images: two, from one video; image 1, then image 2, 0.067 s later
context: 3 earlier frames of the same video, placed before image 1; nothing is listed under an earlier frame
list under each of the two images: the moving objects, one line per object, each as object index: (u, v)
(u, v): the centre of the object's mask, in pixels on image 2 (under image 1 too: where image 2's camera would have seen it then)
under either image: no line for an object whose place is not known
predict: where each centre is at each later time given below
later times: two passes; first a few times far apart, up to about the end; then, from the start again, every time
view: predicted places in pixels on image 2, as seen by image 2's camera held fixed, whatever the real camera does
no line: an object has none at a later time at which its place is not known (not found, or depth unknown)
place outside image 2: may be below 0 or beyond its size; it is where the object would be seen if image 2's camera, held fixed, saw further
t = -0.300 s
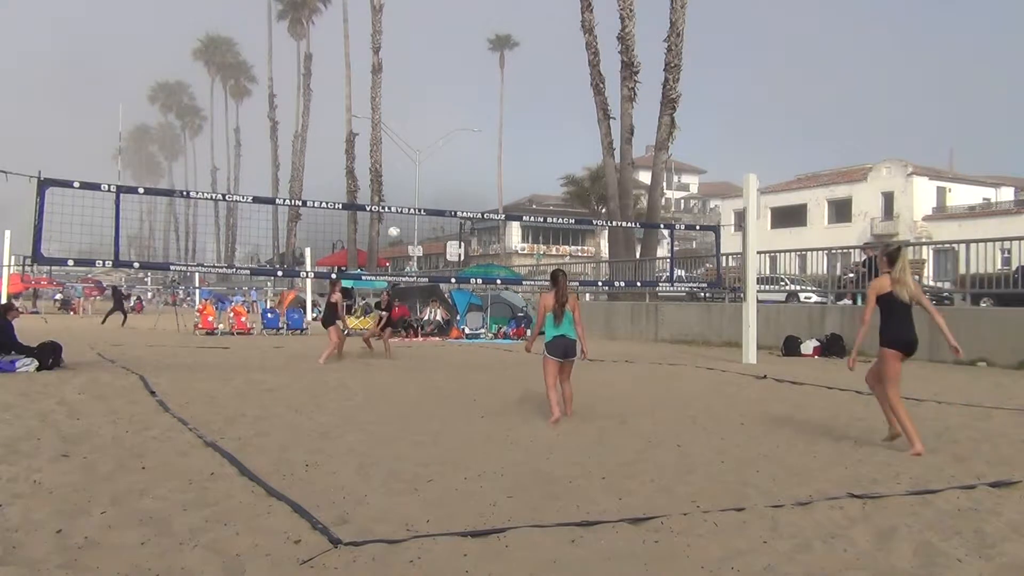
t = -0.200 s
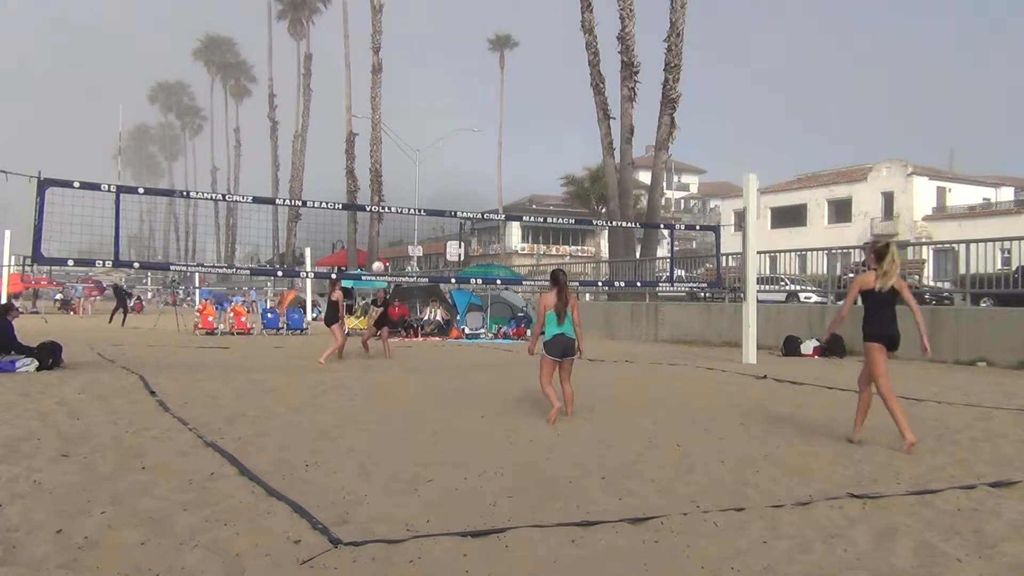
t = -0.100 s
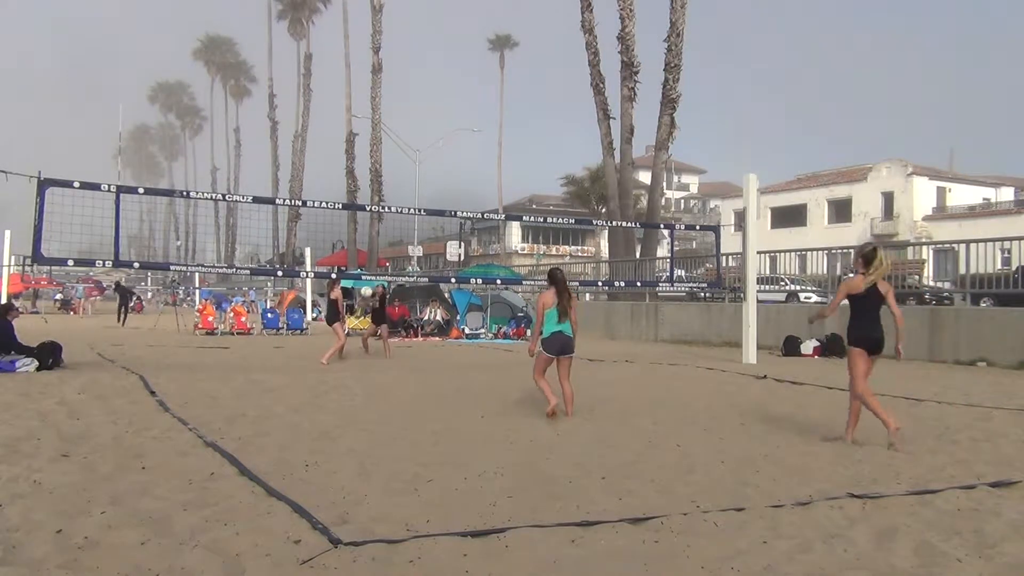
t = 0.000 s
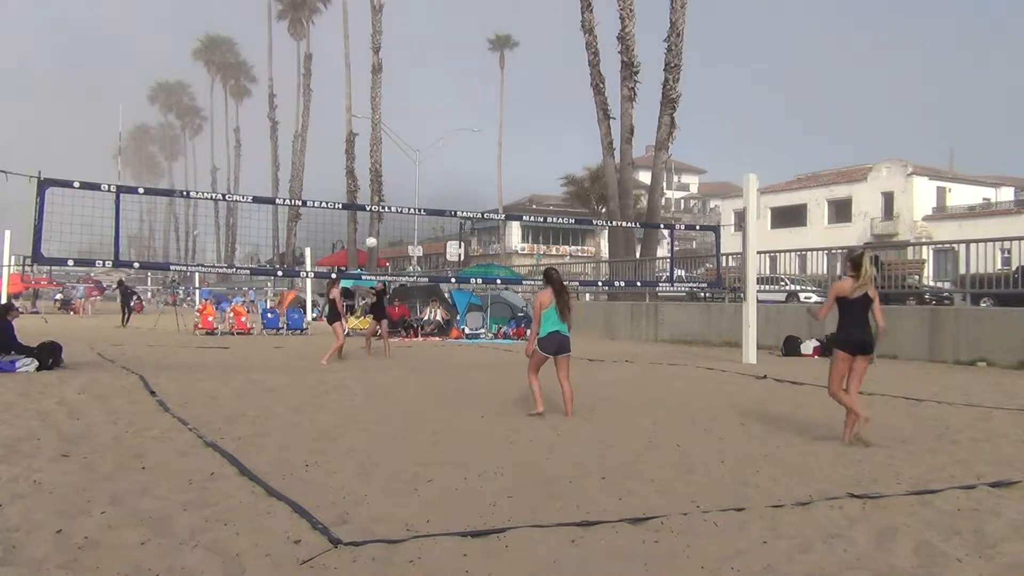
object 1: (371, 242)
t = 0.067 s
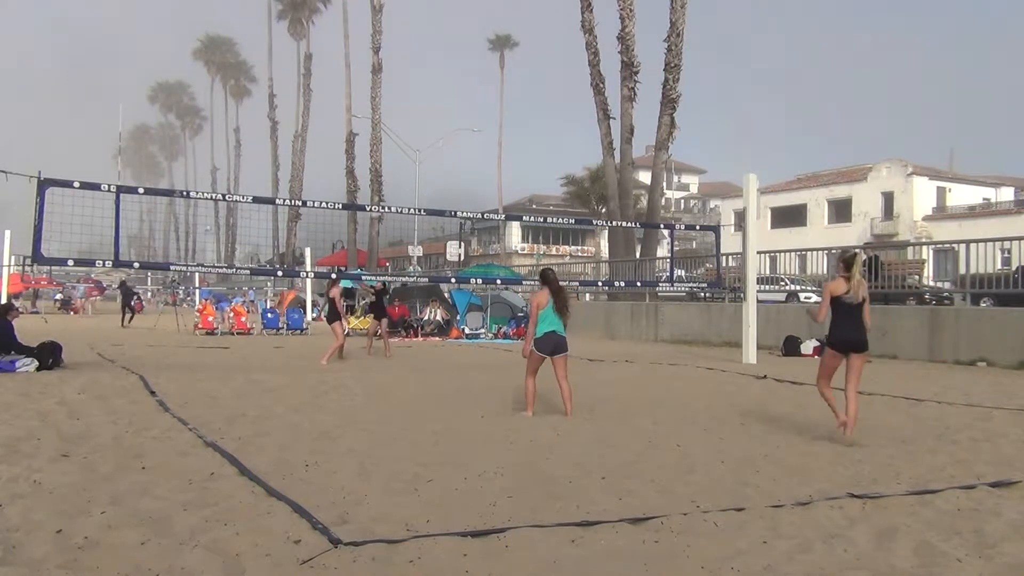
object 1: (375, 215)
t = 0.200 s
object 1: (383, 158)
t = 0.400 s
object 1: (395, 96)
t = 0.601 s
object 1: (407, 55)
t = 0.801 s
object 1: (419, 35)
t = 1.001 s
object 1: (431, 35)
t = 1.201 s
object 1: (442, 58)
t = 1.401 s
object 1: (453, 102)
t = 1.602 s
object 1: (463, 168)
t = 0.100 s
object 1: (377, 198)
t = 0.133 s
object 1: (378, 184)
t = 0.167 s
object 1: (380, 171)
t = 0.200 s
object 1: (383, 158)
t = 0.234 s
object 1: (385, 147)
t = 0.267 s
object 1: (387, 135)
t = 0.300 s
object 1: (389, 125)
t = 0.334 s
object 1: (390, 115)
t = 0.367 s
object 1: (393, 105)
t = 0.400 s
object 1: (395, 96)
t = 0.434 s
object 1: (397, 88)
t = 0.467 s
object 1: (399, 80)
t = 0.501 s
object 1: (401, 73)
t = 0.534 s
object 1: (403, 66)
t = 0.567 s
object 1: (405, 60)
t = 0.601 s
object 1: (407, 55)
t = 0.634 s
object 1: (409, 50)
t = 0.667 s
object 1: (411, 46)
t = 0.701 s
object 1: (413, 42)
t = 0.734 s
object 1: (415, 39)
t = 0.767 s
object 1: (417, 37)
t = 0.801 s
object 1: (419, 35)
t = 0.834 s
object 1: (421, 33)
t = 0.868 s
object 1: (423, 32)
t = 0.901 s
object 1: (425, 32)
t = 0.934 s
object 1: (426, 32)
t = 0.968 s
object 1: (429, 33)
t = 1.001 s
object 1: (431, 35)
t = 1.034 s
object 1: (433, 37)
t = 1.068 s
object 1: (435, 40)
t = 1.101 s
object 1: (437, 43)
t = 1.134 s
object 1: (438, 47)
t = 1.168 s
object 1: (440, 52)
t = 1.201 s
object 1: (442, 58)
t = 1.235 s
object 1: (444, 63)
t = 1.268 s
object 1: (446, 70)
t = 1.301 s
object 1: (448, 78)
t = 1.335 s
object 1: (450, 85)
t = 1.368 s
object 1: (451, 93)
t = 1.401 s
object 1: (453, 102)
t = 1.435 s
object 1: (455, 112)
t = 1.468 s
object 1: (456, 122)
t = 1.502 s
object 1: (458, 133)
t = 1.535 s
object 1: (460, 144)
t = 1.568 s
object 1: (462, 156)
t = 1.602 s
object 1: (463, 168)
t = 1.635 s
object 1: (466, 181)
